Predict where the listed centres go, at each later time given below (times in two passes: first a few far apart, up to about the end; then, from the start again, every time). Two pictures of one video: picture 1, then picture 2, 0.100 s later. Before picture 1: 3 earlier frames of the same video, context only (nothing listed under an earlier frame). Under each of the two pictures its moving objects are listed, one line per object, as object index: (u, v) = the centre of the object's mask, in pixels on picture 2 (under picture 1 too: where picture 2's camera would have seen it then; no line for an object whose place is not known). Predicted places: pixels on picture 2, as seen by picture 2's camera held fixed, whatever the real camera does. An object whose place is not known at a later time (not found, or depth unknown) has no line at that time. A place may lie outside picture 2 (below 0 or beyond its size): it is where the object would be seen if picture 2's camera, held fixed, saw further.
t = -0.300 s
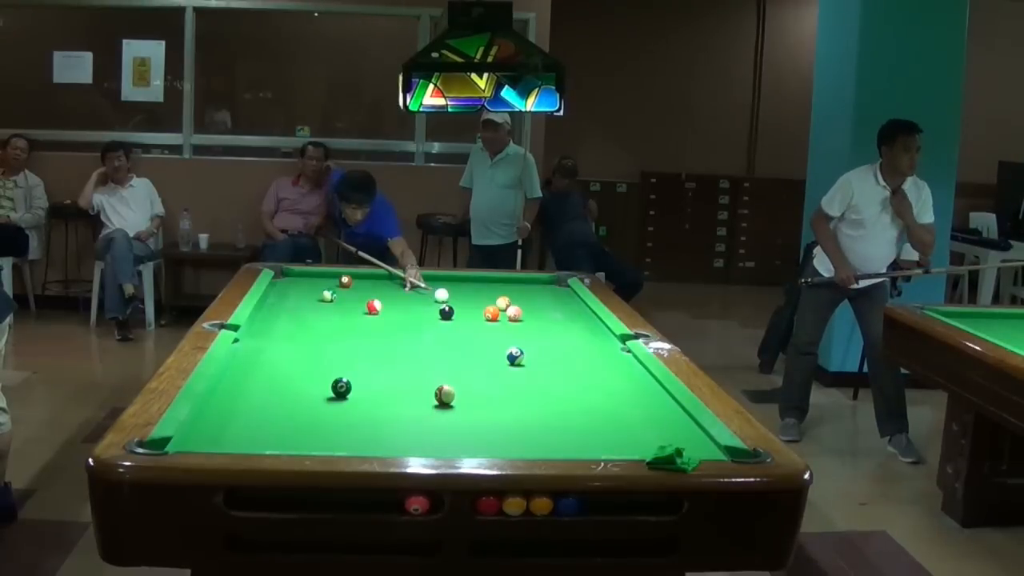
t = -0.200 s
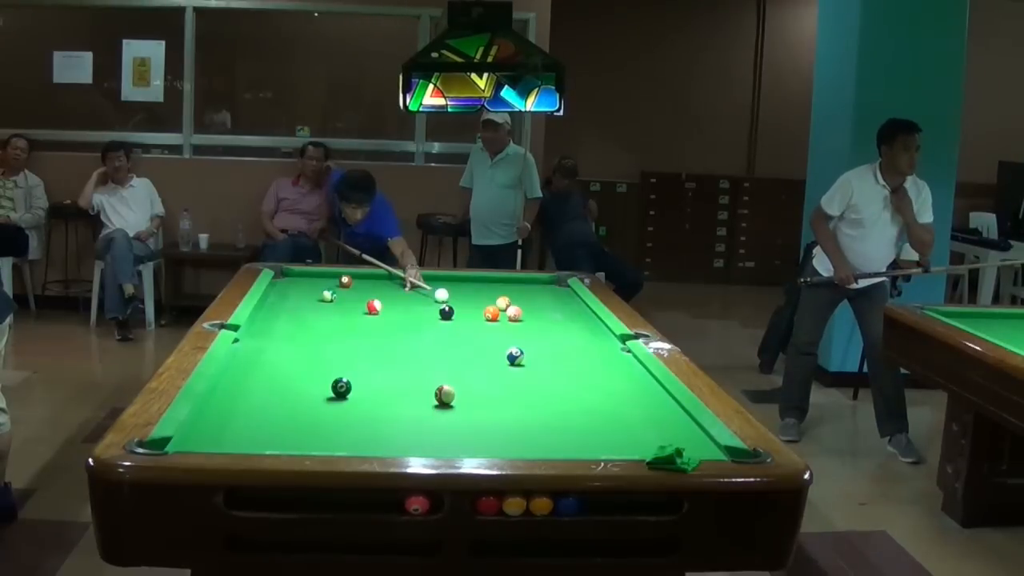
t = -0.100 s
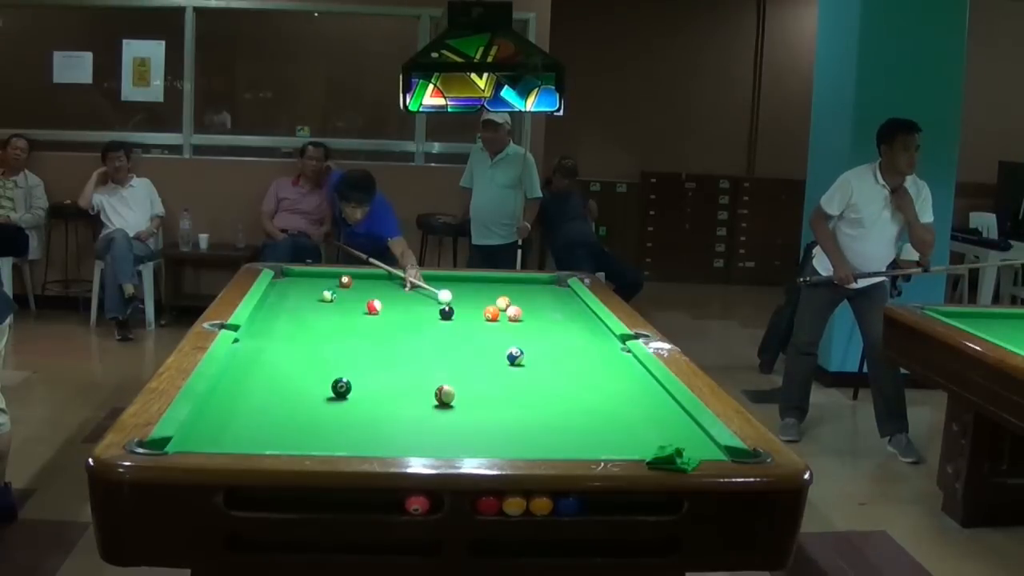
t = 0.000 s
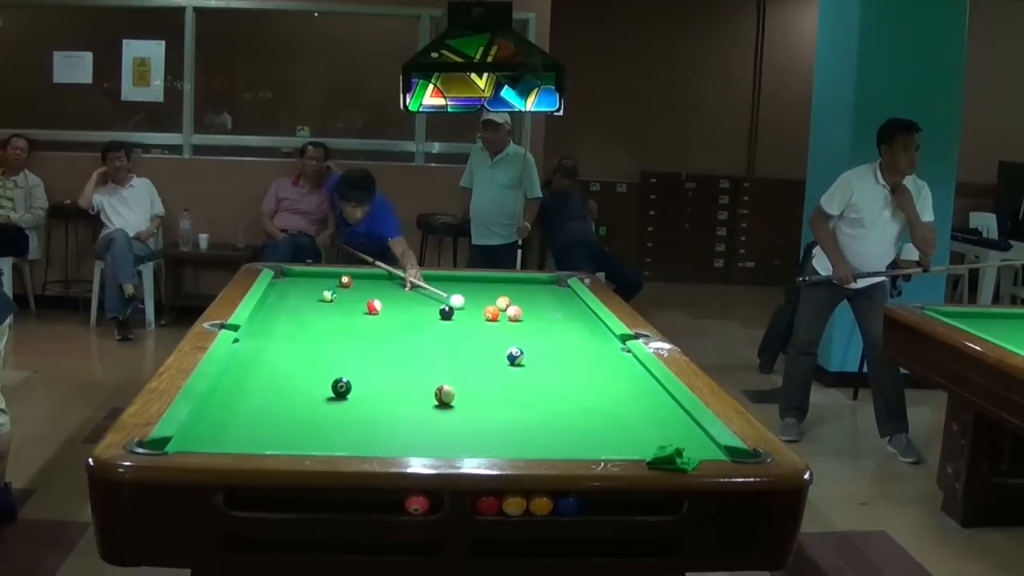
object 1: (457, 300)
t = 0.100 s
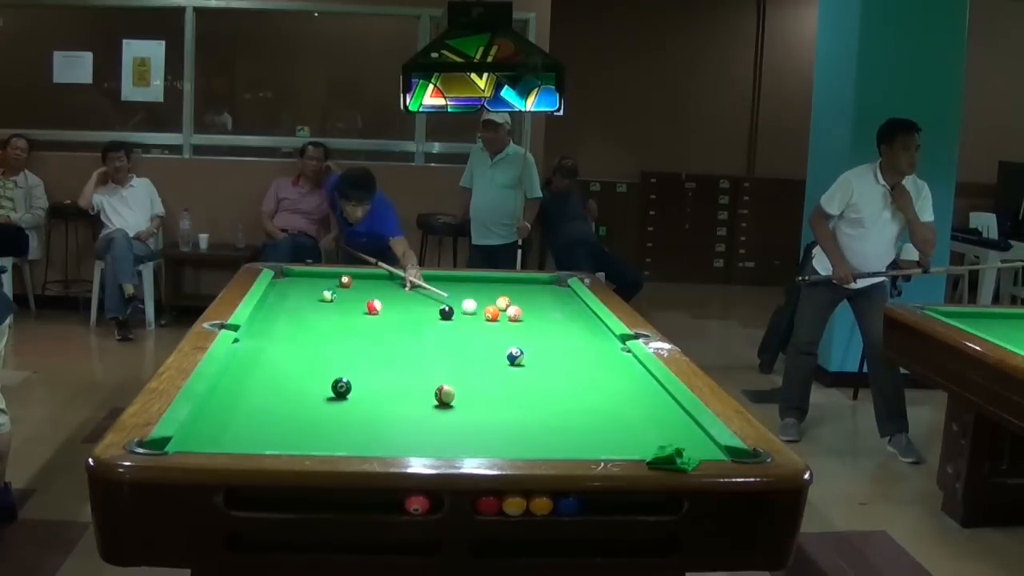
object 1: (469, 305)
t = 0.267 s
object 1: (476, 311)
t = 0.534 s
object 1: (472, 316)
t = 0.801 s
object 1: (467, 321)
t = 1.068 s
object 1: (463, 327)
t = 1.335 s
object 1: (458, 331)
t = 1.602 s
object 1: (454, 337)
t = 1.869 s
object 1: (450, 341)
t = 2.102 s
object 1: (447, 344)
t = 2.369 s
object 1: (443, 349)
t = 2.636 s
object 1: (439, 354)
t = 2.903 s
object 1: (435, 357)
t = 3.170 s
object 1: (432, 360)
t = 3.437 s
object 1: (429, 363)
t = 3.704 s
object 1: (427, 366)
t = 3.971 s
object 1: (425, 369)
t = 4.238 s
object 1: (424, 370)
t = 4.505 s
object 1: (423, 371)
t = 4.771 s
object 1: (422, 372)
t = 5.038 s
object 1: (422, 372)
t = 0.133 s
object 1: (473, 306)
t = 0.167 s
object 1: (477, 308)
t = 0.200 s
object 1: (479, 309)
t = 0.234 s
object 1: (477, 310)
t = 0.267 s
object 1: (476, 311)
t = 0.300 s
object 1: (476, 312)
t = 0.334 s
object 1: (475, 312)
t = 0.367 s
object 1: (474, 313)
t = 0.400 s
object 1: (474, 313)
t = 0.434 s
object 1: (473, 314)
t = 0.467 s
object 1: (473, 315)
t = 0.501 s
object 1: (472, 316)
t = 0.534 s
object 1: (472, 316)
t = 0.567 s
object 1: (471, 317)
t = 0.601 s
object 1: (471, 317)
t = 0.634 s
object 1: (470, 318)
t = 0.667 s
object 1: (469, 319)
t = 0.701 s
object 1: (469, 319)
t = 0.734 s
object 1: (469, 319)
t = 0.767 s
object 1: (468, 321)
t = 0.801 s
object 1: (467, 321)
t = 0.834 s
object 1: (467, 322)
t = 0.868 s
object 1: (466, 323)
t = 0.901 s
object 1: (466, 323)
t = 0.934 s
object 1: (465, 323)
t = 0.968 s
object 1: (465, 324)
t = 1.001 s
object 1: (464, 325)
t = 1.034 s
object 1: (463, 326)
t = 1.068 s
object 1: (463, 327)
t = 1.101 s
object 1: (462, 327)
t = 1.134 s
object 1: (462, 327)
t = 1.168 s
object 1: (461, 329)
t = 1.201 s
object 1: (461, 329)
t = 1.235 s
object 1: (460, 329)
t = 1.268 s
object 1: (459, 330)
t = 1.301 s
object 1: (459, 331)
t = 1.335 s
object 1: (458, 331)
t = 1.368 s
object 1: (458, 332)
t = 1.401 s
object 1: (457, 332)
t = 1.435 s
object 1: (457, 333)
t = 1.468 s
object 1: (456, 334)
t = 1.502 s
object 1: (456, 335)
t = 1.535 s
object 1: (455, 335)
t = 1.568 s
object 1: (455, 336)
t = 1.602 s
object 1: (454, 337)
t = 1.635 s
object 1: (454, 336)
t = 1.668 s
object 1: (453, 338)
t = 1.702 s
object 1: (452, 338)
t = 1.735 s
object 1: (452, 338)
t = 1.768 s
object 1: (451, 340)
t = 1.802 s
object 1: (451, 340)
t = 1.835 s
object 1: (451, 340)
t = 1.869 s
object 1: (450, 341)
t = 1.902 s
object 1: (450, 341)
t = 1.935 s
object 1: (449, 342)
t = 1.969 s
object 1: (449, 343)
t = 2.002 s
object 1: (448, 343)
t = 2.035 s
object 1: (448, 344)
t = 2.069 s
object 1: (447, 344)
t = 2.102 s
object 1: (447, 344)
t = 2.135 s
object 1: (446, 346)
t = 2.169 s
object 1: (446, 346)
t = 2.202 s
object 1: (445, 346)
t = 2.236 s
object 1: (445, 347)
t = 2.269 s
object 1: (444, 348)
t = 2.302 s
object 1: (443, 348)
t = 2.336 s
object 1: (443, 348)
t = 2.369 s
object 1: (443, 349)
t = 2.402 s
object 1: (442, 350)
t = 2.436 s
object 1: (441, 350)
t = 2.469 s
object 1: (441, 351)
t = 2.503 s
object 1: (441, 352)
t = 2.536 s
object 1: (440, 352)
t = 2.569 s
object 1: (440, 353)
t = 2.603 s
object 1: (439, 353)
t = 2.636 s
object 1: (439, 354)
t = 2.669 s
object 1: (438, 354)
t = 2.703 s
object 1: (438, 355)
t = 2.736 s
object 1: (437, 355)
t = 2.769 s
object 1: (437, 356)
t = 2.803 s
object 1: (436, 356)
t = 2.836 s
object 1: (436, 356)
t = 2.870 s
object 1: (435, 357)
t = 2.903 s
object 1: (435, 357)
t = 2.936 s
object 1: (435, 358)
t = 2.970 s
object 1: (434, 358)
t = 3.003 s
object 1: (434, 358)
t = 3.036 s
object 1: (434, 359)
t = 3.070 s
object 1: (433, 359)
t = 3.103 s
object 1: (433, 359)
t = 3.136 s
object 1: (433, 360)
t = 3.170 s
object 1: (432, 360)
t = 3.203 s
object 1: (432, 360)
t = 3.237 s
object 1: (432, 361)
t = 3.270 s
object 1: (431, 362)
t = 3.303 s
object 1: (431, 362)
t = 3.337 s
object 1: (430, 362)
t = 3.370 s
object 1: (430, 363)
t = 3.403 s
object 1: (430, 363)
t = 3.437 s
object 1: (429, 363)
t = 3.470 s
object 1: (429, 364)
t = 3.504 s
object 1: (429, 364)
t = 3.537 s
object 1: (429, 364)
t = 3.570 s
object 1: (428, 365)
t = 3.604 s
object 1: (428, 365)
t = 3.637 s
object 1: (428, 365)
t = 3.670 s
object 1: (427, 366)
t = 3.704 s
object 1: (427, 366)
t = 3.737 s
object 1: (427, 366)
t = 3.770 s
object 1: (427, 367)
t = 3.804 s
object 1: (426, 367)
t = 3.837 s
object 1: (426, 368)
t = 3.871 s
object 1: (426, 368)
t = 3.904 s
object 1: (426, 368)
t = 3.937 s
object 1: (425, 368)
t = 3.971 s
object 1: (425, 369)
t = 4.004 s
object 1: (425, 369)
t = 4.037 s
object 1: (425, 369)
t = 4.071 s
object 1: (425, 369)
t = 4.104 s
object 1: (425, 369)
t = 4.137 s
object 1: (425, 370)
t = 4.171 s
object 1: (425, 370)
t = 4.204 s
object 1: (424, 371)
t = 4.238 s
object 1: (424, 370)
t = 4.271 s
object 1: (424, 370)
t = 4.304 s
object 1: (424, 371)
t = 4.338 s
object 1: (424, 371)
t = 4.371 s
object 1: (423, 371)
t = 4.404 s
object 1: (423, 371)
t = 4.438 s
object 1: (423, 371)
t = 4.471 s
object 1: (423, 371)
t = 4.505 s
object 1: (423, 371)
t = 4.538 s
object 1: (423, 371)
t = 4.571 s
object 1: (423, 371)
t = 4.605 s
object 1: (422, 372)
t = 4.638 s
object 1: (422, 372)
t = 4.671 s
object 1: (422, 372)
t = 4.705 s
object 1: (422, 372)
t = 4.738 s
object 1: (422, 372)
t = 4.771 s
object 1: (422, 372)
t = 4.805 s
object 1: (422, 372)
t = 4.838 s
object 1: (422, 372)
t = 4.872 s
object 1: (422, 372)
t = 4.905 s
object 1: (422, 372)
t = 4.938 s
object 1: (422, 372)
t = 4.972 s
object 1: (422, 372)
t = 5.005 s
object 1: (422, 372)
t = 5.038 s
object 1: (422, 372)
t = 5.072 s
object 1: (422, 372)
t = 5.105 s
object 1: (422, 372)
